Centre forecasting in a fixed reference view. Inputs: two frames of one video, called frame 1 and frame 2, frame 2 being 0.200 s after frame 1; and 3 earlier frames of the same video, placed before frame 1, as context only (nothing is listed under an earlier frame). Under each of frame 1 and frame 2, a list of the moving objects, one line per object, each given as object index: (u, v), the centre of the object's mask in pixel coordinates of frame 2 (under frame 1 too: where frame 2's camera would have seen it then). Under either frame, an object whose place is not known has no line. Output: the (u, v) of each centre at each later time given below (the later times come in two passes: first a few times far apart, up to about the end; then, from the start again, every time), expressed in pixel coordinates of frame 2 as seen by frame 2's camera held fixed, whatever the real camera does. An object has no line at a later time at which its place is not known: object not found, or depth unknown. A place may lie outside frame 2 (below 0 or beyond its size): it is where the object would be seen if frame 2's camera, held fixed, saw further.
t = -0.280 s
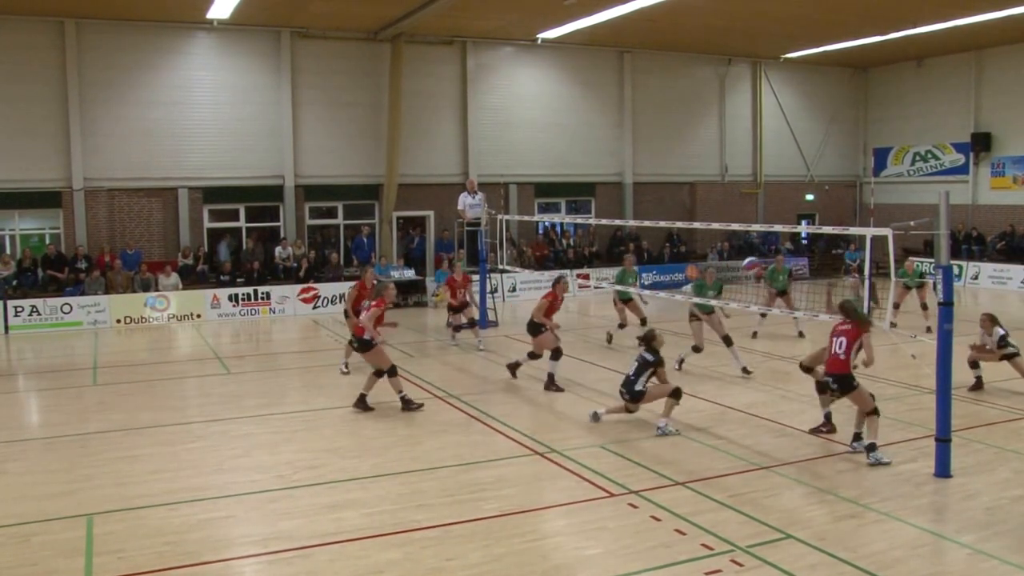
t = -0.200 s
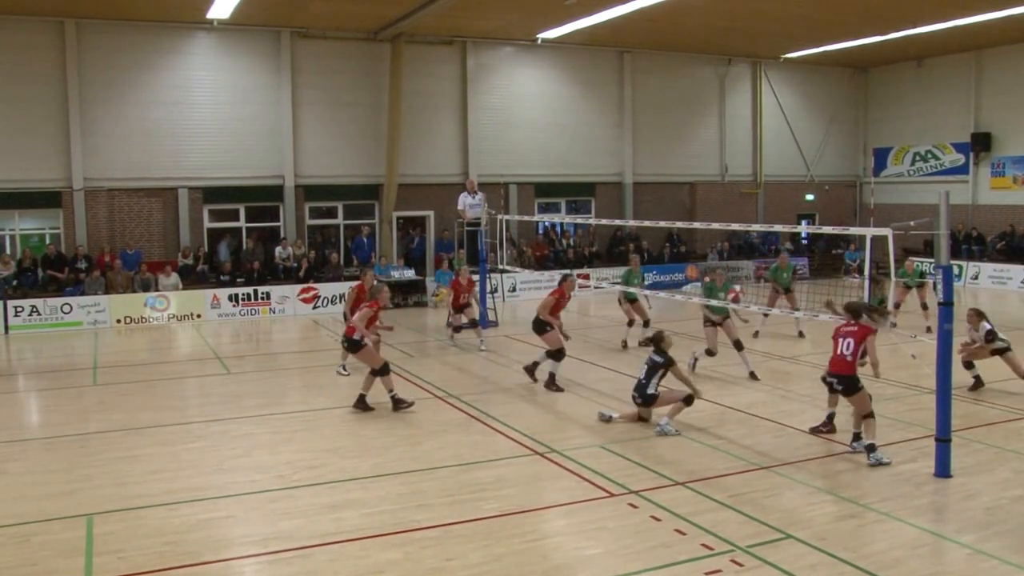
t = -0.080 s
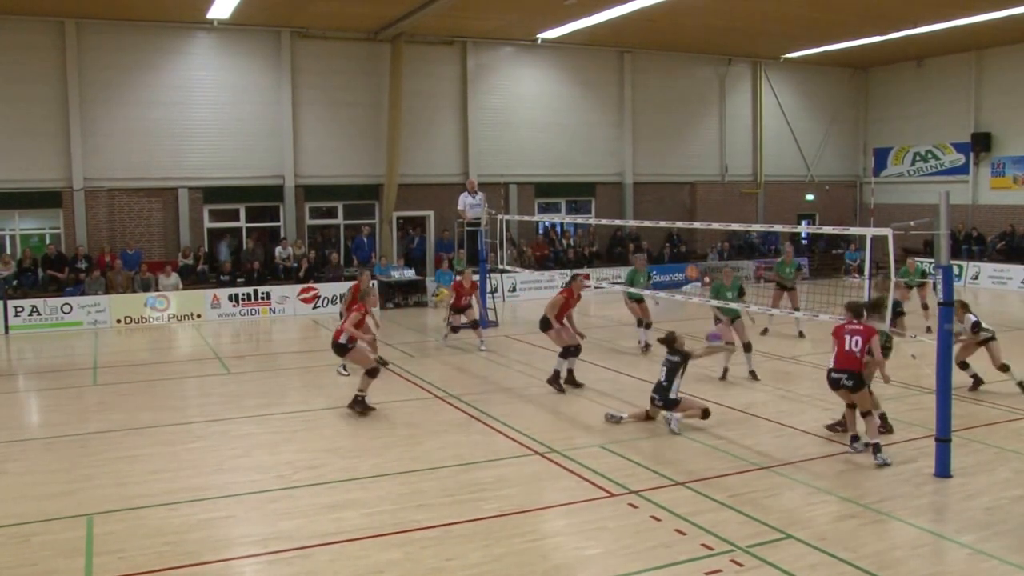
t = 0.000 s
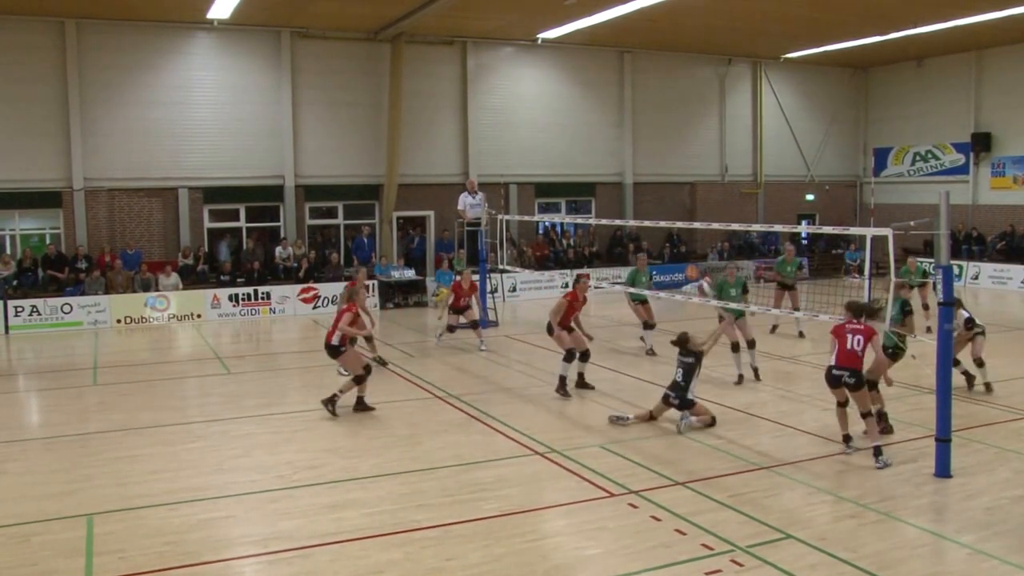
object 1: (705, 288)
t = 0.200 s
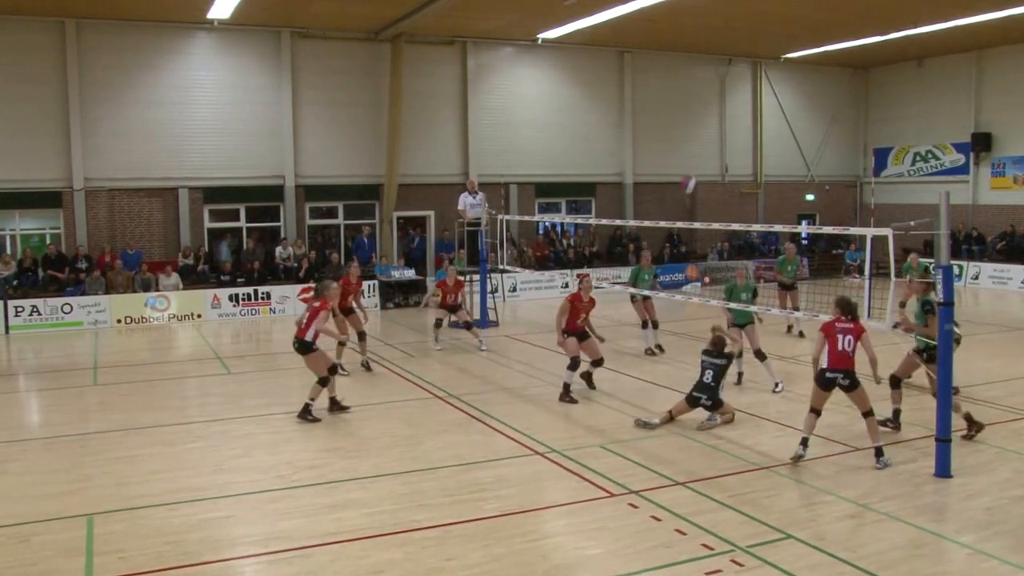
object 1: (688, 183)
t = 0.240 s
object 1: (685, 167)
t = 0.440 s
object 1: (667, 107)
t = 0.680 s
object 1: (645, 81)
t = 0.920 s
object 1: (625, 99)
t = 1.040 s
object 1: (616, 125)
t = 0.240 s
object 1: (685, 167)
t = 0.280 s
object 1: (682, 153)
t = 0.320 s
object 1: (678, 138)
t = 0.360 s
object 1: (674, 126)
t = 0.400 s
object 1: (670, 116)
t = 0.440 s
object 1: (667, 107)
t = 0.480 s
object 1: (664, 99)
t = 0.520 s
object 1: (660, 93)
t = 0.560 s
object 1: (656, 88)
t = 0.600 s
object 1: (653, 84)
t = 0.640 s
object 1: (649, 82)
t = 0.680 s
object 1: (645, 81)
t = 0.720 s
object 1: (642, 81)
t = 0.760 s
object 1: (639, 82)
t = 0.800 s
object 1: (635, 84)
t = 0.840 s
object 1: (632, 88)
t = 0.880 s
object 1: (628, 93)
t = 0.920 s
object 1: (625, 99)
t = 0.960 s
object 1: (622, 108)
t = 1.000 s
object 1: (619, 116)
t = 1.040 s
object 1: (616, 125)
